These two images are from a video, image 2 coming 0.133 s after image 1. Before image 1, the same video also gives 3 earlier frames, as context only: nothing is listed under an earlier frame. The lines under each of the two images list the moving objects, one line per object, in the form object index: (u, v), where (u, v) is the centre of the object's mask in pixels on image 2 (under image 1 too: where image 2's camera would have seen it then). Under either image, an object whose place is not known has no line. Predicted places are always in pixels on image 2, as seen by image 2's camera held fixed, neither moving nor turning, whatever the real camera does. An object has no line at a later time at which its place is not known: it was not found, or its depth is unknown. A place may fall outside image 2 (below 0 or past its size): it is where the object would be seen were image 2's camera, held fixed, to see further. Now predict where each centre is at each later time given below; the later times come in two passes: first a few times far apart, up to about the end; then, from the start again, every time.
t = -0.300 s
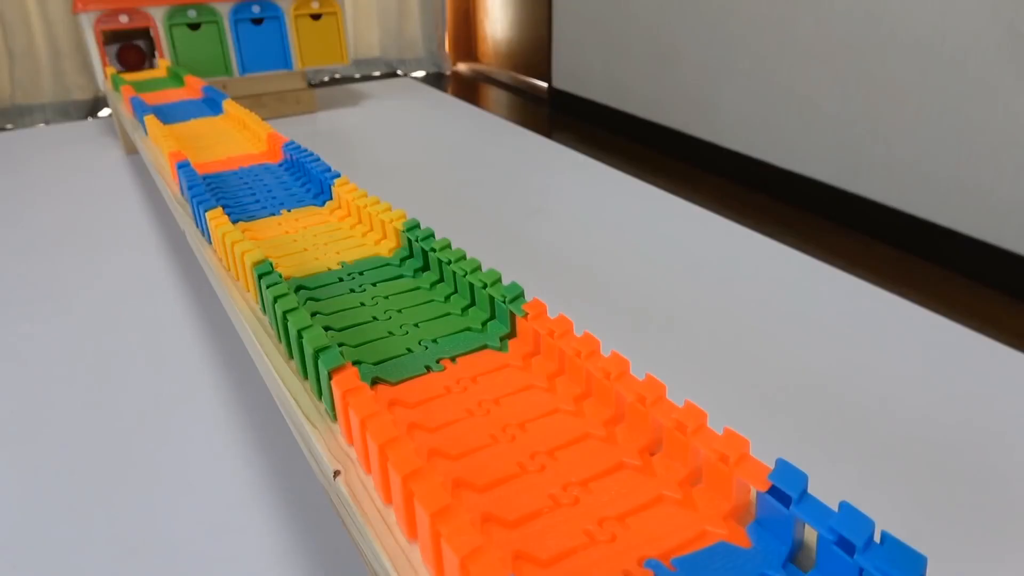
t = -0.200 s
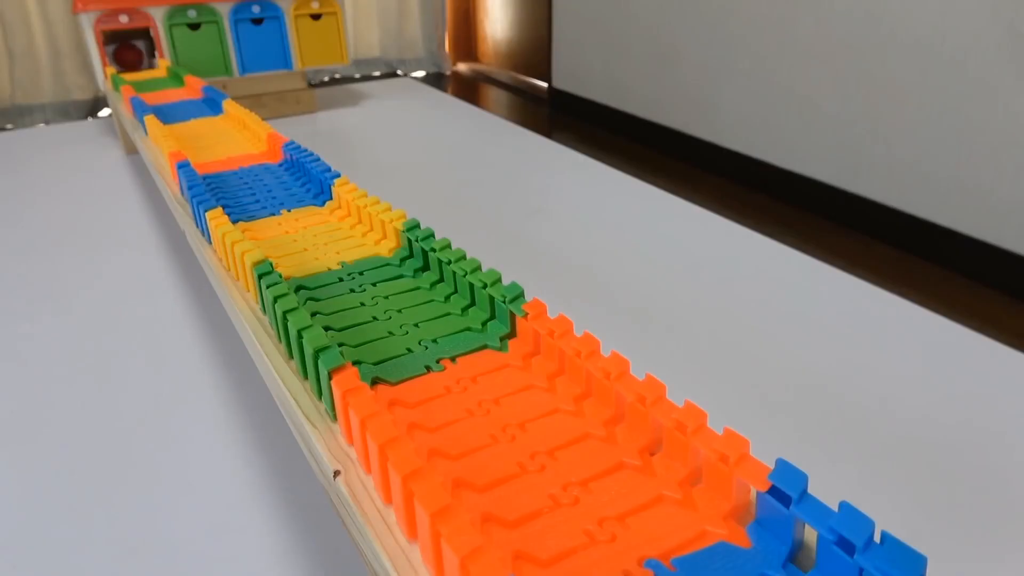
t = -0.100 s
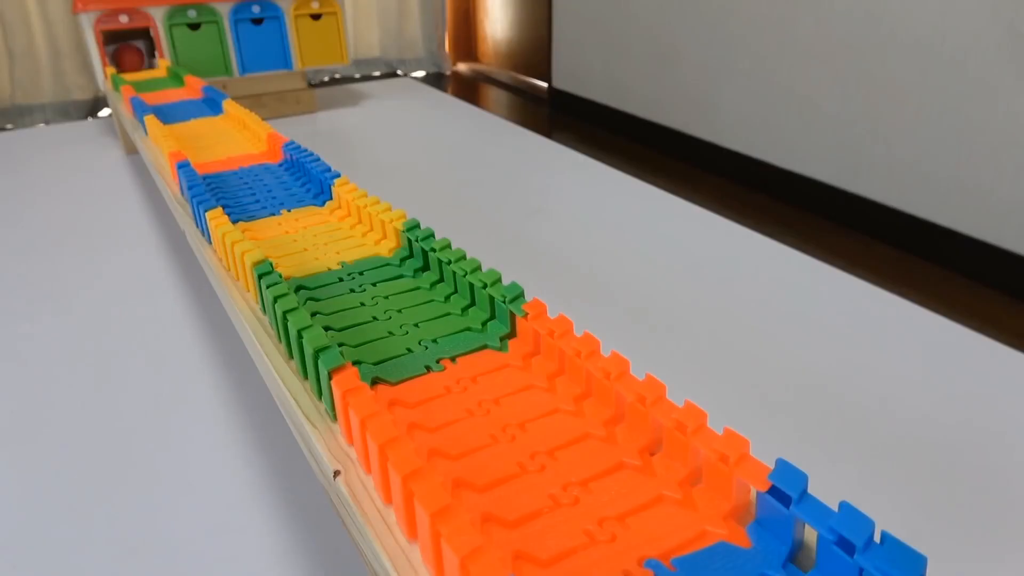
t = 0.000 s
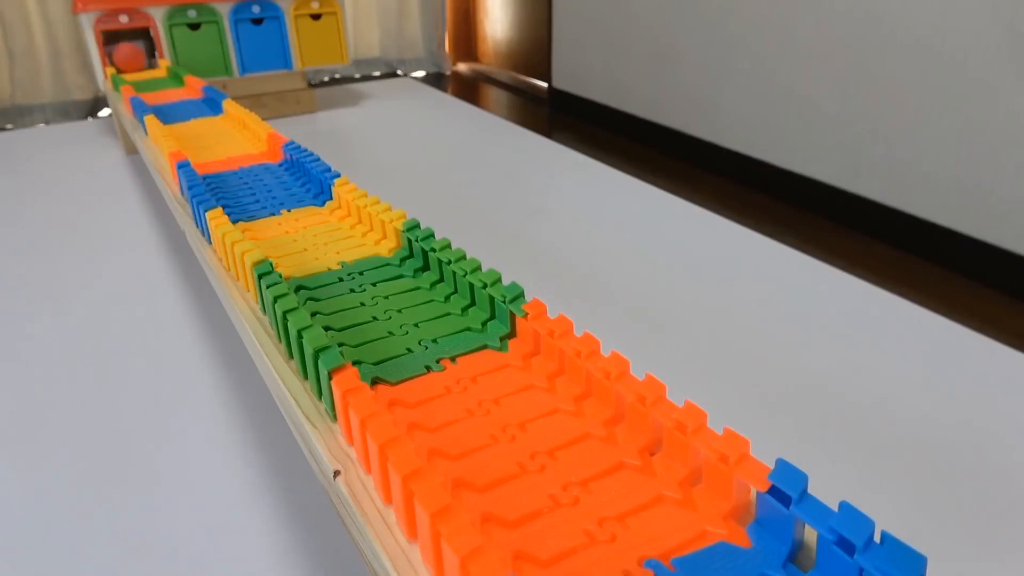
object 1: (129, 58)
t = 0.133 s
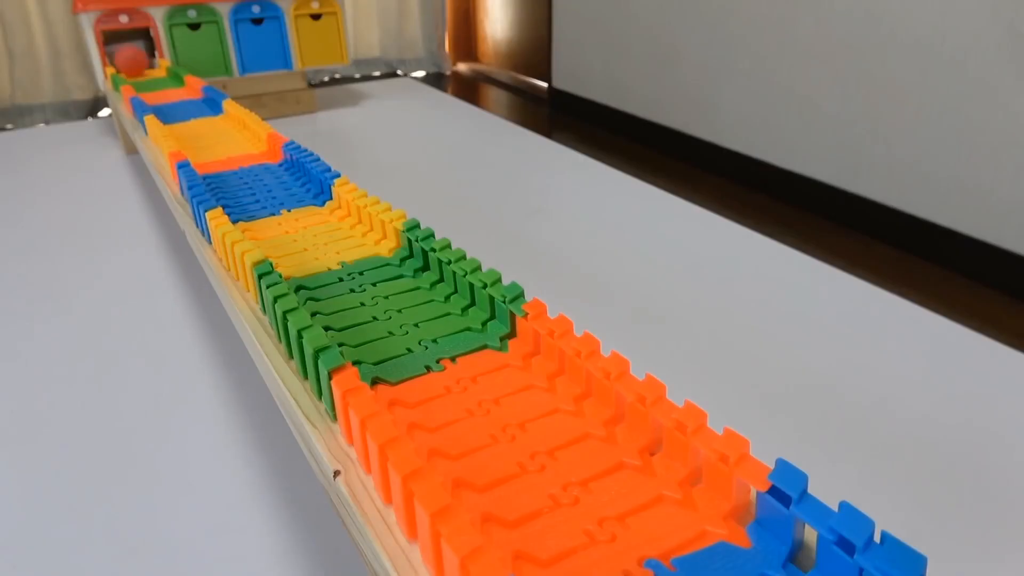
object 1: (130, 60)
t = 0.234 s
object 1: (135, 65)
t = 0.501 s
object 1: (153, 72)
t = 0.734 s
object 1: (173, 89)
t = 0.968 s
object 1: (194, 112)
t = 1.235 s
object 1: (226, 139)
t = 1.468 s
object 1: (279, 173)
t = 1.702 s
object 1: (365, 229)
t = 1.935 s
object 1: (476, 328)
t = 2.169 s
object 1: (642, 515)
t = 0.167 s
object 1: (133, 62)
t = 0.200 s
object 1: (134, 64)
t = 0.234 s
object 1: (135, 65)
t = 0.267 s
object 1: (137, 66)
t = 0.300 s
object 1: (139, 67)
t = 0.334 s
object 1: (140, 69)
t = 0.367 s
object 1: (142, 70)
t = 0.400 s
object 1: (145, 72)
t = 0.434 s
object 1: (148, 73)
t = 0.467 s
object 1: (150, 74)
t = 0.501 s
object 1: (153, 72)
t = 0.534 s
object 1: (157, 76)
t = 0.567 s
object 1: (160, 78)
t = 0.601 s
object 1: (162, 80)
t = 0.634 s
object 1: (165, 82)
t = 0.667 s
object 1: (166, 84)
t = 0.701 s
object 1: (170, 87)
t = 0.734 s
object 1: (173, 89)
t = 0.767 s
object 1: (175, 91)
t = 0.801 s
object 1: (178, 93)
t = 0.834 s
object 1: (181, 97)
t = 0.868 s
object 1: (184, 102)
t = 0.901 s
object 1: (187, 105)
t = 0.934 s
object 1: (191, 108)
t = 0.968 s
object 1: (194, 112)
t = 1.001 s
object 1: (197, 114)
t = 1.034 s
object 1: (200, 118)
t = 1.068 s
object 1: (203, 122)
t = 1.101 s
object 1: (207, 126)
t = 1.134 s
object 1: (212, 130)
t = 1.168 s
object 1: (217, 134)
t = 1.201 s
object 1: (222, 136)
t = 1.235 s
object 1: (226, 139)
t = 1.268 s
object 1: (231, 143)
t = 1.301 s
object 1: (237, 148)
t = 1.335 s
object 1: (245, 152)
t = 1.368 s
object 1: (253, 156)
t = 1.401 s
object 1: (263, 162)
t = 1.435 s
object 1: (271, 168)
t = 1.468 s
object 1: (279, 173)
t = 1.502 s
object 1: (288, 182)
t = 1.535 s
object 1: (297, 188)
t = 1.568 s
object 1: (308, 196)
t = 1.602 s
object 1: (321, 204)
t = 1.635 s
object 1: (335, 211)
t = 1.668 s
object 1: (350, 219)
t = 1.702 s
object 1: (365, 229)
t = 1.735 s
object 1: (378, 239)
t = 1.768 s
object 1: (392, 249)
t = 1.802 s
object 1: (408, 258)
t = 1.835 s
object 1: (425, 271)
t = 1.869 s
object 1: (440, 286)
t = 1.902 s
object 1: (456, 305)
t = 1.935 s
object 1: (476, 328)
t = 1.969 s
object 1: (492, 351)
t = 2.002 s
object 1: (506, 369)
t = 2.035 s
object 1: (526, 400)
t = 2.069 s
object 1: (546, 425)
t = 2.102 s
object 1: (572, 462)
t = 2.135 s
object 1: (604, 491)
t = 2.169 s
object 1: (642, 515)
